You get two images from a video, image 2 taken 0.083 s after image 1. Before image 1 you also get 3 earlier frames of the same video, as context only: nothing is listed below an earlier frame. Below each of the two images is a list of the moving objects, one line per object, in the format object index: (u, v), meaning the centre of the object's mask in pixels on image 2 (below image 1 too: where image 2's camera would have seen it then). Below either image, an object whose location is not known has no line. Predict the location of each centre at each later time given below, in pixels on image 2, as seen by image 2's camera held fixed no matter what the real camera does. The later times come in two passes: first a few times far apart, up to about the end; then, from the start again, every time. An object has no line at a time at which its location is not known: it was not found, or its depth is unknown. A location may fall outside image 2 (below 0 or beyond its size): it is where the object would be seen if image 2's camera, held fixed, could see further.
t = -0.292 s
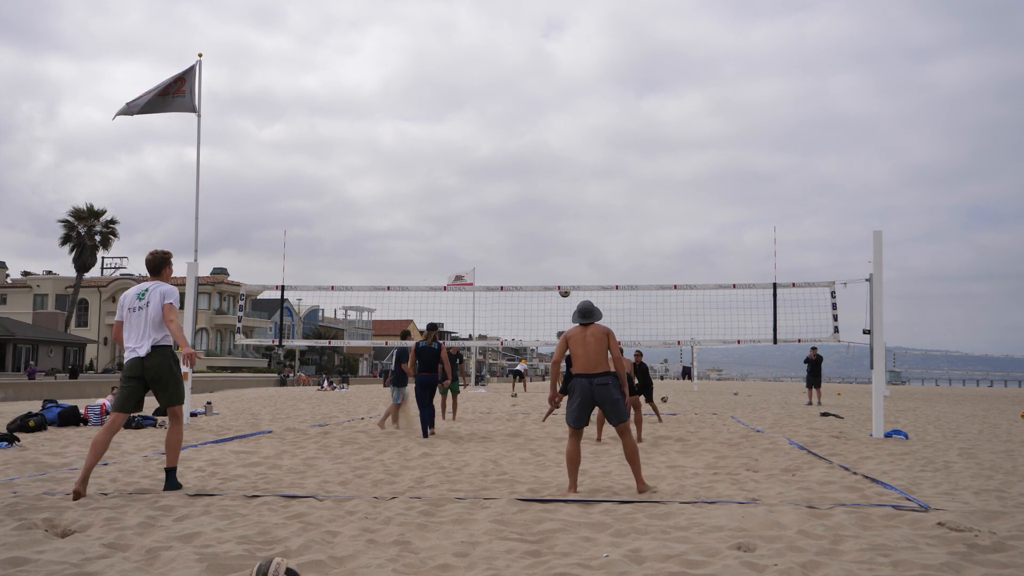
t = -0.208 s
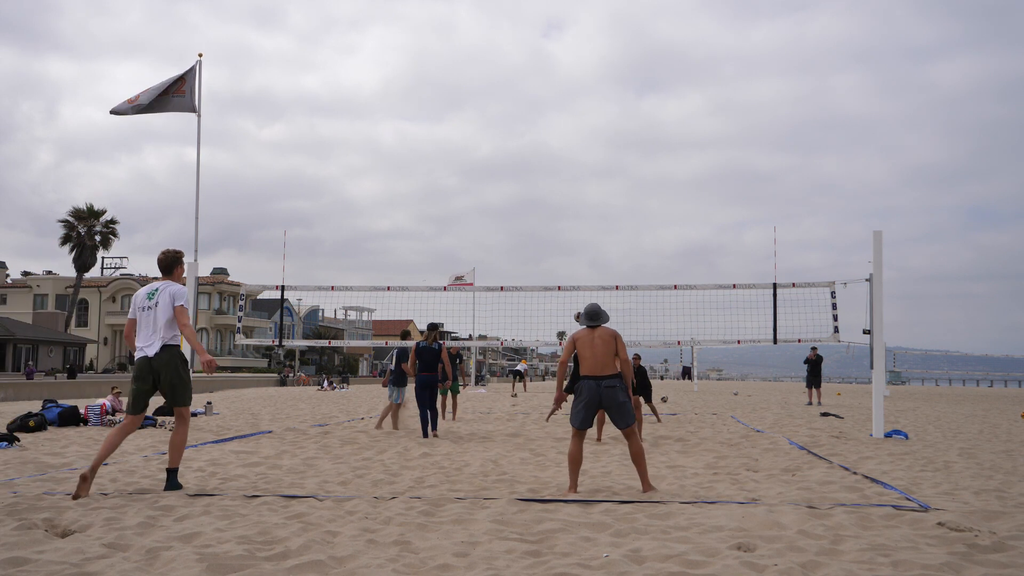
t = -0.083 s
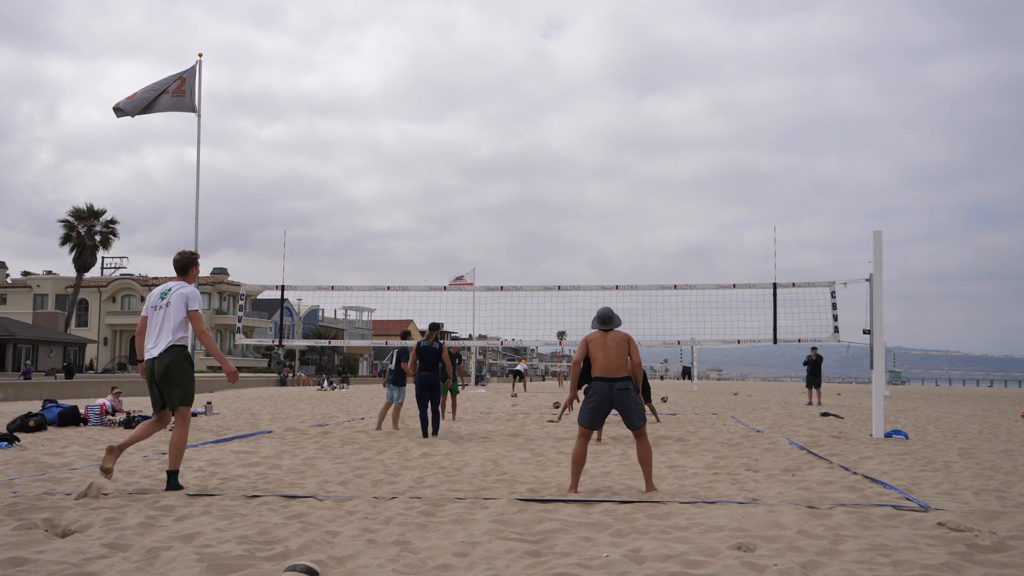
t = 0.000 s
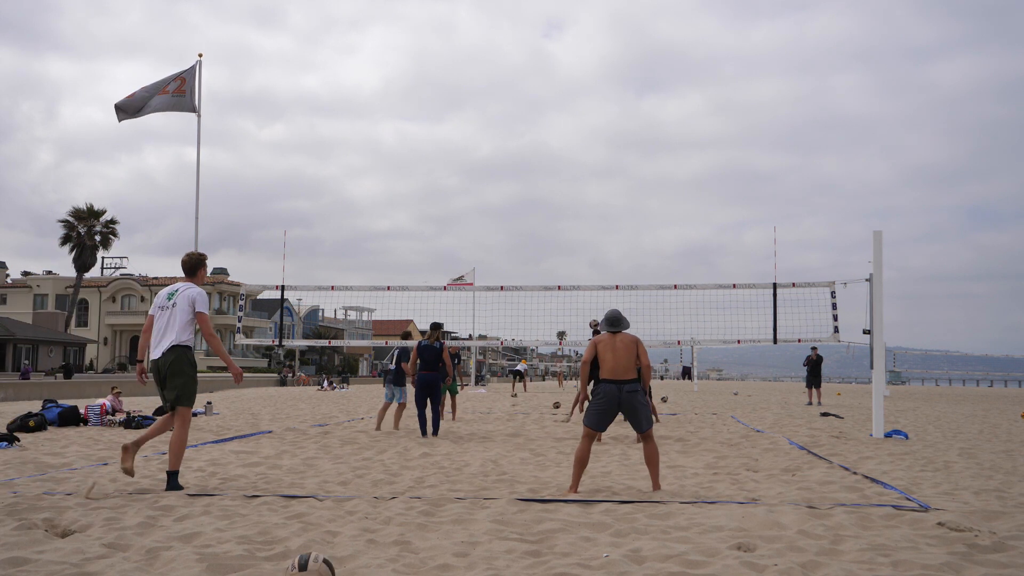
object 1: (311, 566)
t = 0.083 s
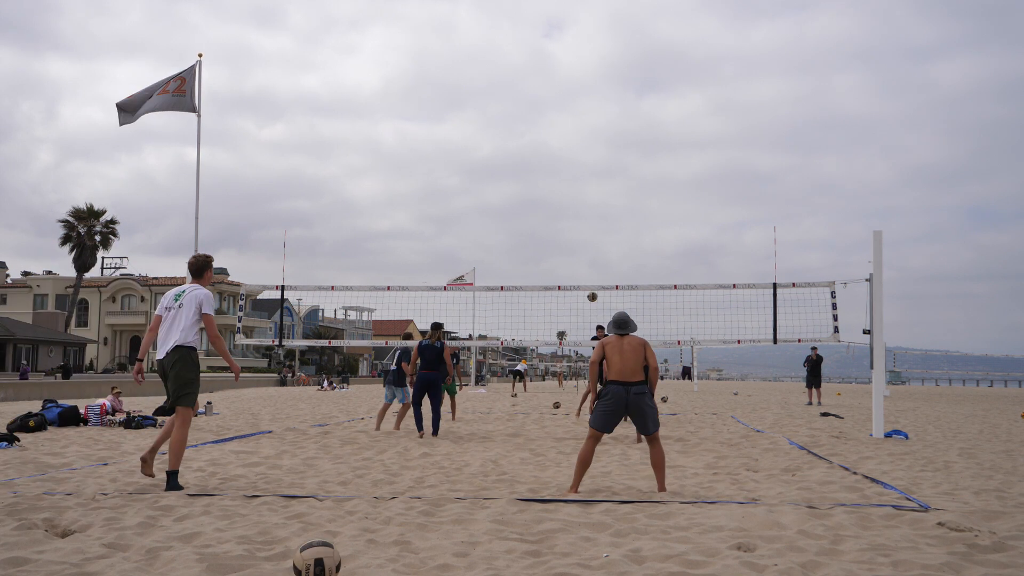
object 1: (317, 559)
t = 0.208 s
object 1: (324, 557)
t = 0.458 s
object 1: (333, 544)
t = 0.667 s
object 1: (343, 533)
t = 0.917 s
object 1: (346, 527)
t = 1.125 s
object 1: (337, 524)
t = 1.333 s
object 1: (329, 522)
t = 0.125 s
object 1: (320, 557)
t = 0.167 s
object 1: (322, 557)
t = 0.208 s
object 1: (324, 557)
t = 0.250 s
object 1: (326, 555)
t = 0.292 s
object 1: (327, 552)
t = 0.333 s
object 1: (329, 553)
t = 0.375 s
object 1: (330, 551)
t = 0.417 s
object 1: (331, 549)
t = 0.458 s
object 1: (333, 544)
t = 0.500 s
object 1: (334, 541)
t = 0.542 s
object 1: (336, 541)
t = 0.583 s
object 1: (339, 537)
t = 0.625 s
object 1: (341, 534)
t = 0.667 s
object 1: (343, 533)
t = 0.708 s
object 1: (344, 531)
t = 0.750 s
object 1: (345, 529)
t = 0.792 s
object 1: (346, 528)
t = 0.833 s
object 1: (347, 527)
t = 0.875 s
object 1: (346, 527)
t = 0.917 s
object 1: (346, 527)
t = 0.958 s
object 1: (345, 527)
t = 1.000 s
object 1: (343, 526)
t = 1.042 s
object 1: (341, 525)
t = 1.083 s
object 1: (339, 525)
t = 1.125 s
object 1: (337, 524)
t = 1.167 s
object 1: (334, 524)
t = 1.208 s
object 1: (331, 526)
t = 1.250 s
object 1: (329, 525)
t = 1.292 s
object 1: (329, 523)
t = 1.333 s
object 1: (329, 522)
